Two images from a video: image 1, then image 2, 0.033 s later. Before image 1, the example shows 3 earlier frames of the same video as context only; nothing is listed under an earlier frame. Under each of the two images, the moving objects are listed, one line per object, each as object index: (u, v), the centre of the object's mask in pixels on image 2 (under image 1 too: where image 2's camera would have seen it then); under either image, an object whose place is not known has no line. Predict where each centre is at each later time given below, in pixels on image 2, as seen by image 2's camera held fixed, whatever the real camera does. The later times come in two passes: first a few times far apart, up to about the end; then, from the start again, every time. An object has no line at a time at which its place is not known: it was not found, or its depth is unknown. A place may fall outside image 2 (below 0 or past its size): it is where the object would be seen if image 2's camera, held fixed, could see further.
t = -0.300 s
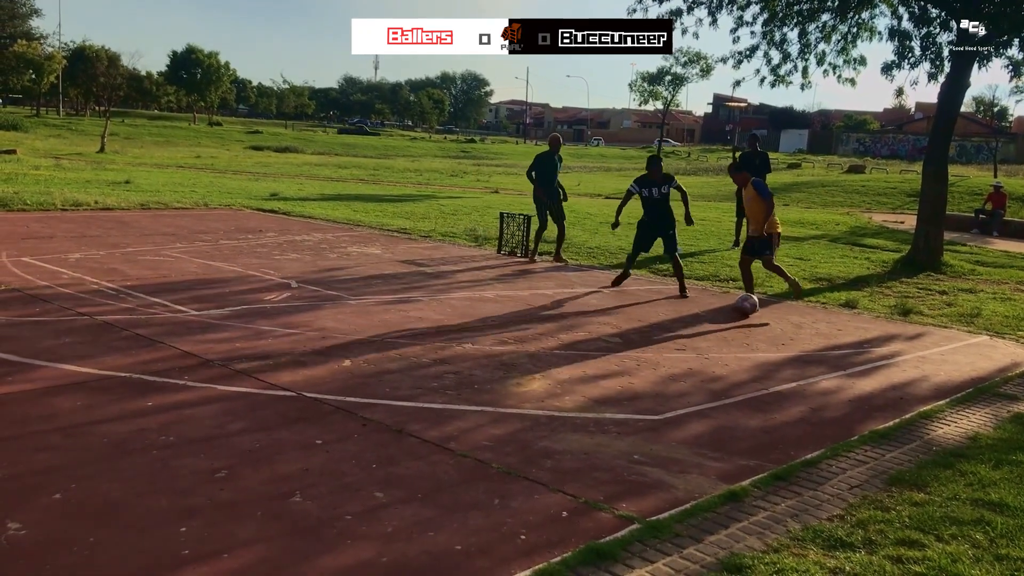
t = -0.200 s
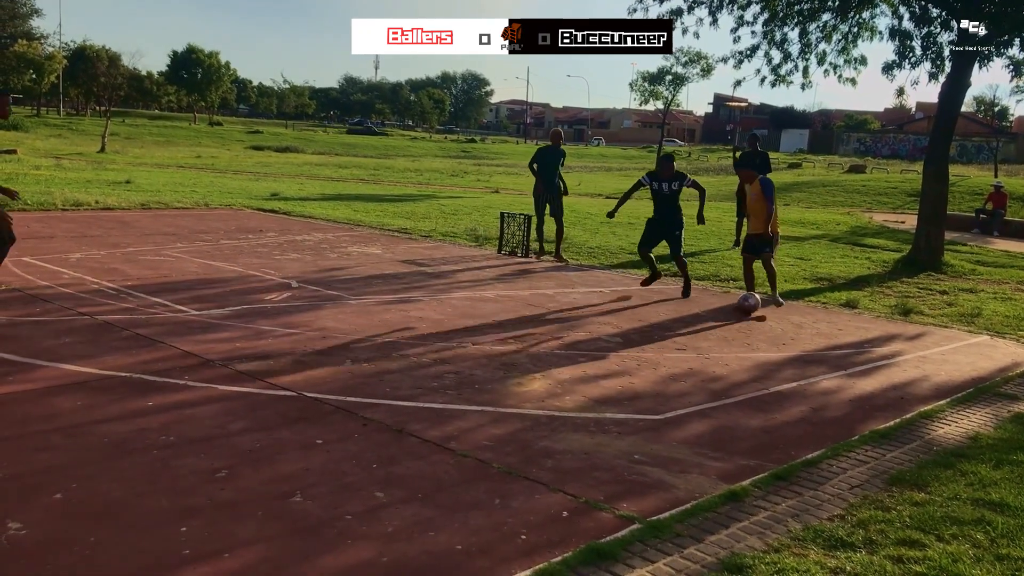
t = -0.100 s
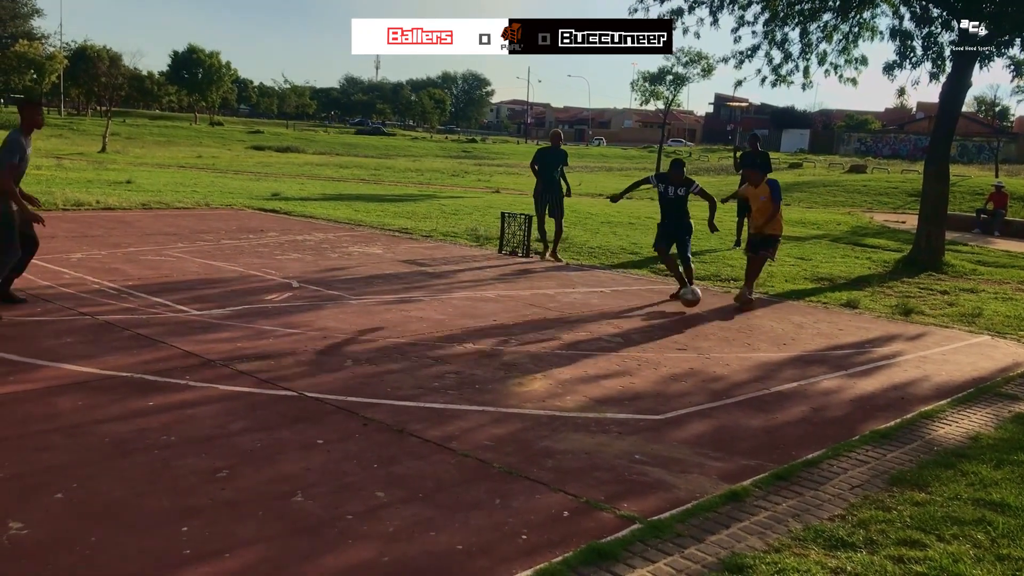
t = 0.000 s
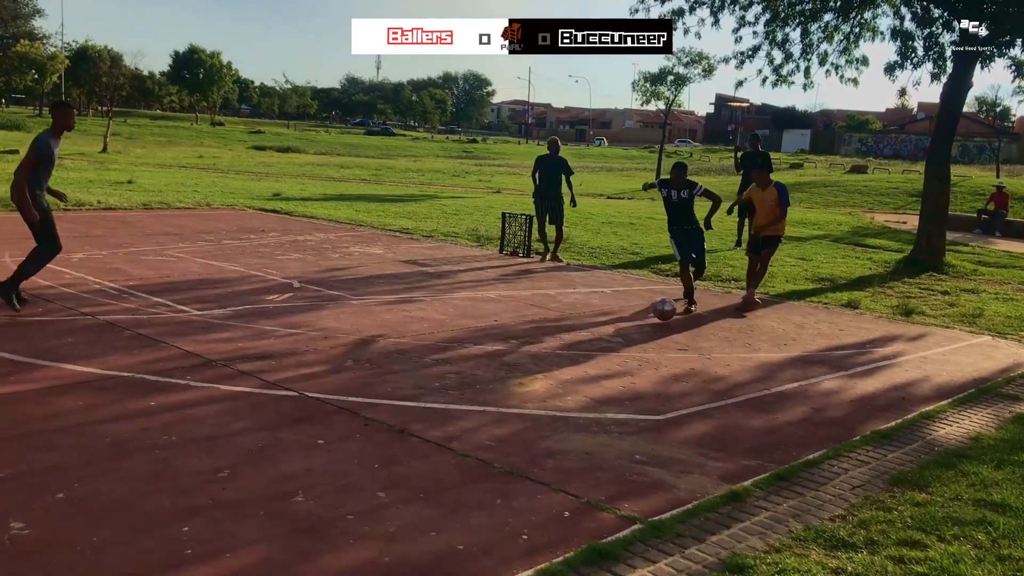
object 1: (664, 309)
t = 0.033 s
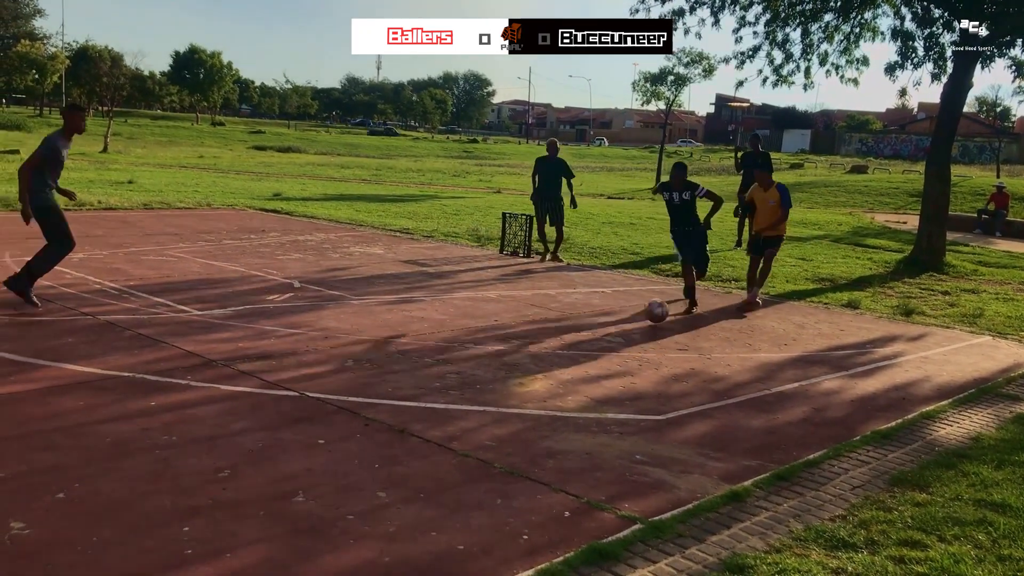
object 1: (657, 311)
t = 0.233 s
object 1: (600, 338)
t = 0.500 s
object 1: (505, 388)
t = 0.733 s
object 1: (405, 430)
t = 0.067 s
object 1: (648, 315)
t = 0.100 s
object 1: (639, 319)
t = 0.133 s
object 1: (629, 326)
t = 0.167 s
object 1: (618, 334)
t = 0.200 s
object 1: (609, 335)
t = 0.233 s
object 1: (600, 338)
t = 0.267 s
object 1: (589, 343)
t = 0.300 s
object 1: (578, 349)
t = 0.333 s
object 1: (566, 358)
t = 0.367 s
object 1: (555, 362)
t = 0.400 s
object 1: (543, 366)
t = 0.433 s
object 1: (531, 372)
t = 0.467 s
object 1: (517, 380)
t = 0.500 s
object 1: (505, 388)
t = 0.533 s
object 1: (492, 391)
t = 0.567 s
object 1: (479, 396)
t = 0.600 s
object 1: (465, 404)
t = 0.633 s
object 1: (450, 414)
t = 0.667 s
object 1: (436, 416)
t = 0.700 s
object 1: (421, 422)
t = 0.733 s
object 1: (405, 430)
